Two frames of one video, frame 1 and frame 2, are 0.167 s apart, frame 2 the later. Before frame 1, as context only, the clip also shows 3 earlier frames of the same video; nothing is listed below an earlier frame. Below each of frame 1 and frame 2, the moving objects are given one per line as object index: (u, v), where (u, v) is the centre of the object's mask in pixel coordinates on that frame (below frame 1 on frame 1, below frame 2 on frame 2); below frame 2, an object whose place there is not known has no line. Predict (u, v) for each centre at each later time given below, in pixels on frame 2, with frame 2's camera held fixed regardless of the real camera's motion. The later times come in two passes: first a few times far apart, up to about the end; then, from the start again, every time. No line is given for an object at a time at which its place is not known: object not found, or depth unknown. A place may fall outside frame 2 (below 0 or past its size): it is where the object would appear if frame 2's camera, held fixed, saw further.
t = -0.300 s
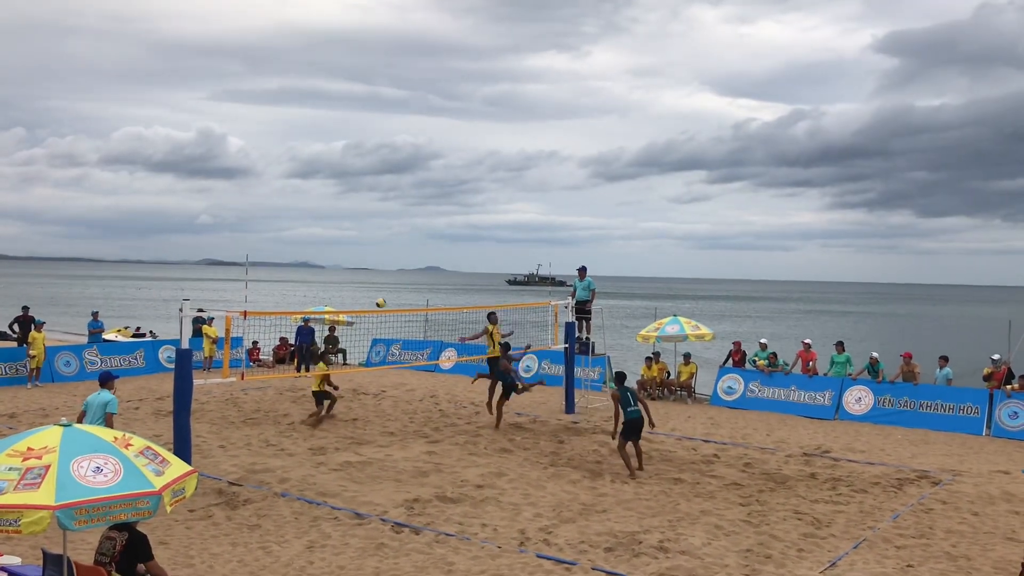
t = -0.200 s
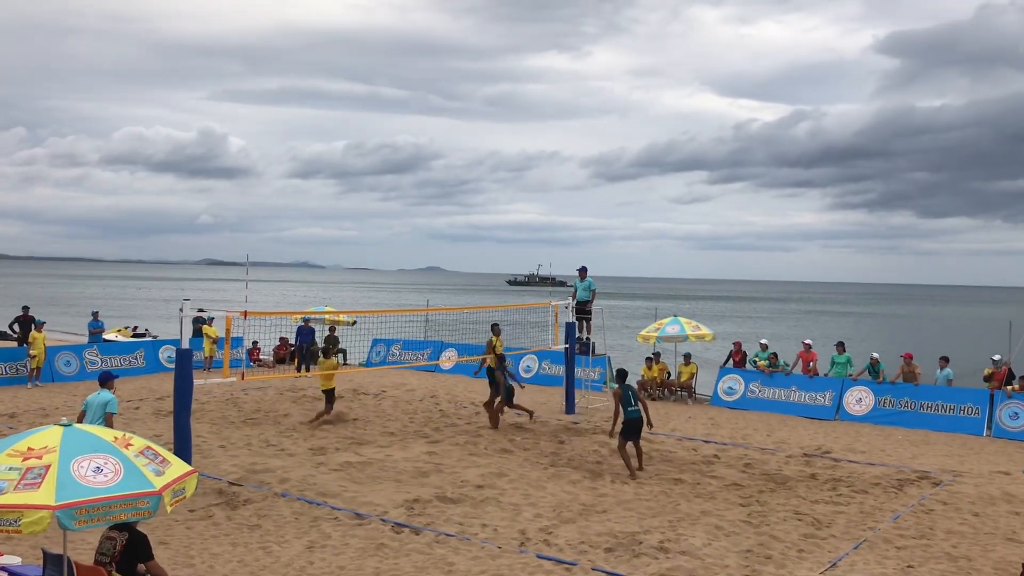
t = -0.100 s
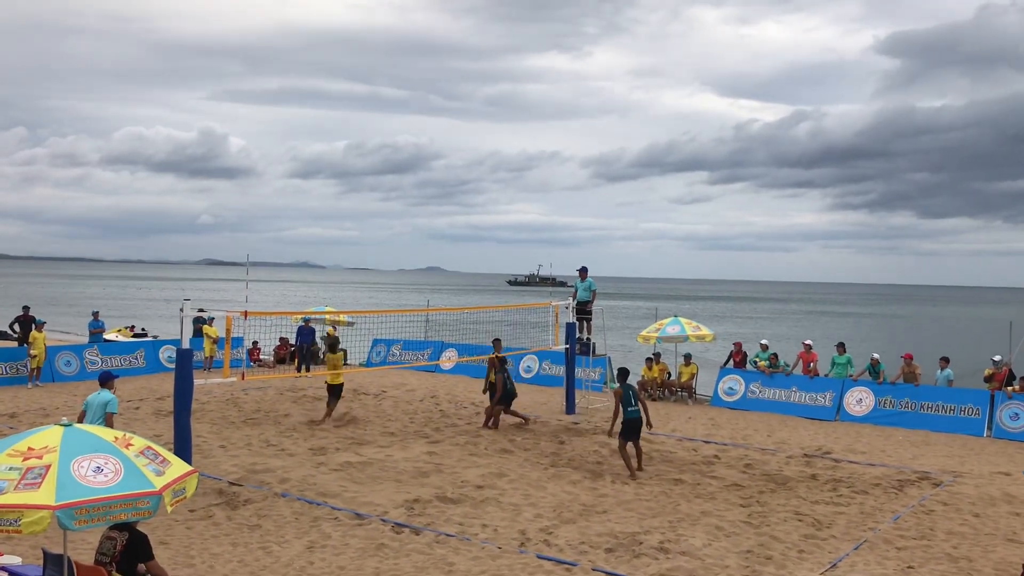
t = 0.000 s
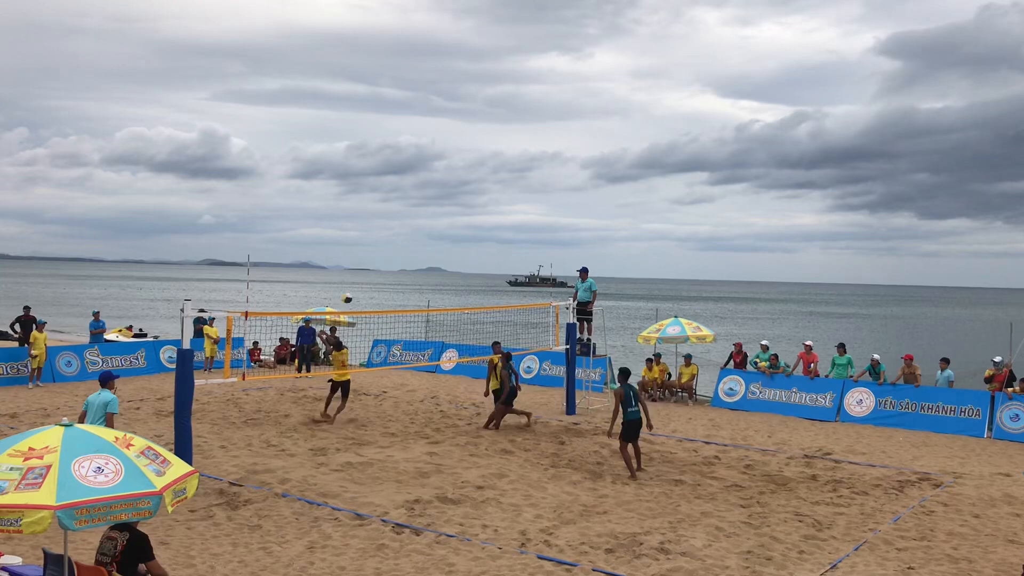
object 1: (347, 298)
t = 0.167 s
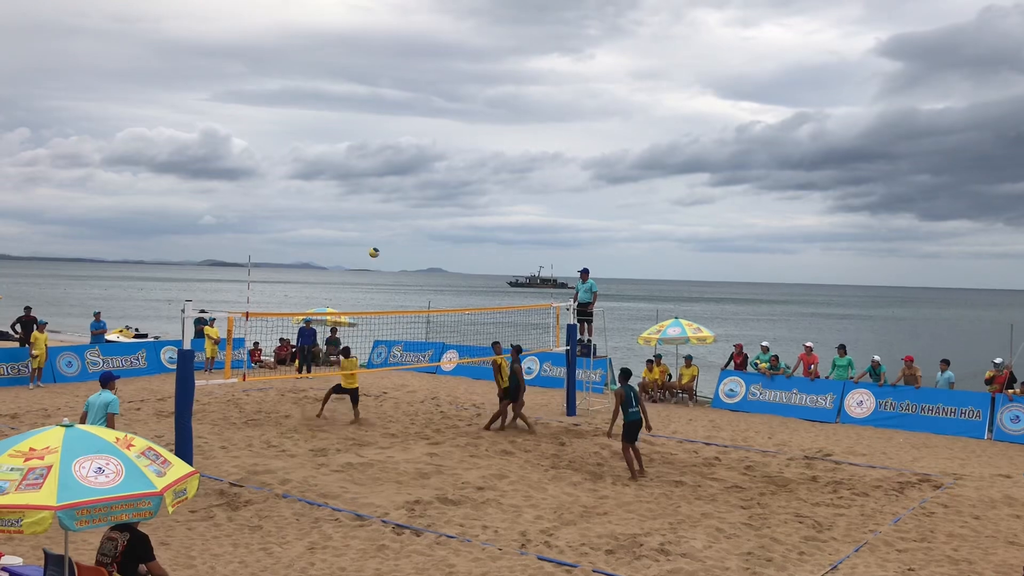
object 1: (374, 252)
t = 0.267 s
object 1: (390, 232)
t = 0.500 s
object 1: (429, 199)
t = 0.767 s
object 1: (476, 195)
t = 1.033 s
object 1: (525, 229)
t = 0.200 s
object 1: (379, 245)
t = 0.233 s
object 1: (385, 238)
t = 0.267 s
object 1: (390, 232)
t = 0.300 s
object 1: (395, 225)
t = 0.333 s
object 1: (400, 219)
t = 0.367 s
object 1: (406, 214)
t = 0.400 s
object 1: (412, 209)
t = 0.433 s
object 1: (418, 205)
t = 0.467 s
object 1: (423, 202)
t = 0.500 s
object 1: (429, 199)
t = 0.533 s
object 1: (435, 196)
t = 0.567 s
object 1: (441, 195)
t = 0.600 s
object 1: (446, 193)
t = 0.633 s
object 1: (452, 192)
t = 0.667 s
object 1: (459, 192)
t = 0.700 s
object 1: (464, 192)
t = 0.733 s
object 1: (471, 194)
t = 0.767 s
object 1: (476, 195)
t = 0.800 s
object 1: (482, 198)
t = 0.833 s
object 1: (488, 201)
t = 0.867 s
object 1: (494, 204)
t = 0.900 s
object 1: (500, 208)
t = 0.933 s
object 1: (506, 212)
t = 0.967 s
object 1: (513, 217)
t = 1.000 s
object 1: (519, 223)
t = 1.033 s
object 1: (525, 229)
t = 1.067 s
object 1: (532, 237)
